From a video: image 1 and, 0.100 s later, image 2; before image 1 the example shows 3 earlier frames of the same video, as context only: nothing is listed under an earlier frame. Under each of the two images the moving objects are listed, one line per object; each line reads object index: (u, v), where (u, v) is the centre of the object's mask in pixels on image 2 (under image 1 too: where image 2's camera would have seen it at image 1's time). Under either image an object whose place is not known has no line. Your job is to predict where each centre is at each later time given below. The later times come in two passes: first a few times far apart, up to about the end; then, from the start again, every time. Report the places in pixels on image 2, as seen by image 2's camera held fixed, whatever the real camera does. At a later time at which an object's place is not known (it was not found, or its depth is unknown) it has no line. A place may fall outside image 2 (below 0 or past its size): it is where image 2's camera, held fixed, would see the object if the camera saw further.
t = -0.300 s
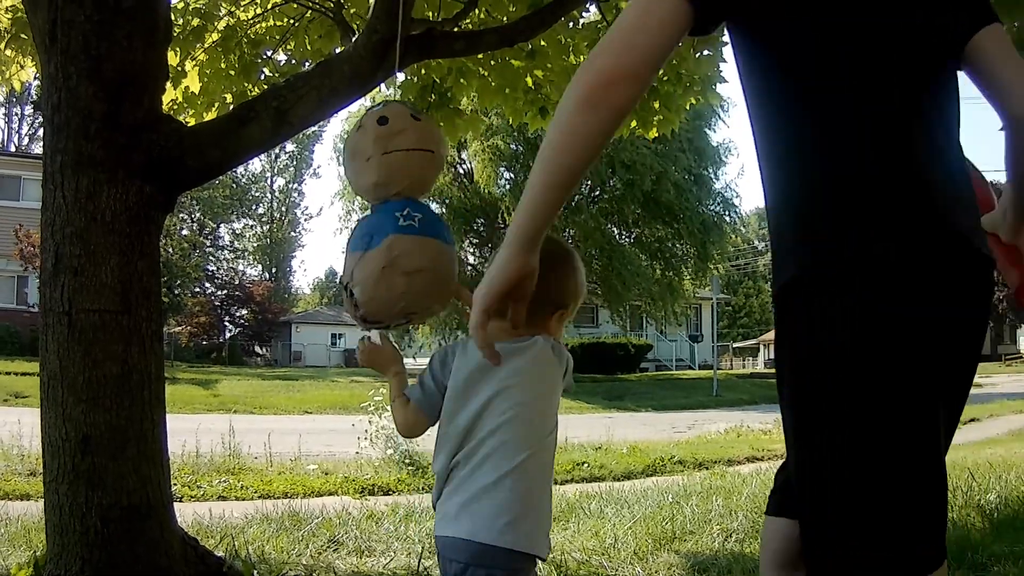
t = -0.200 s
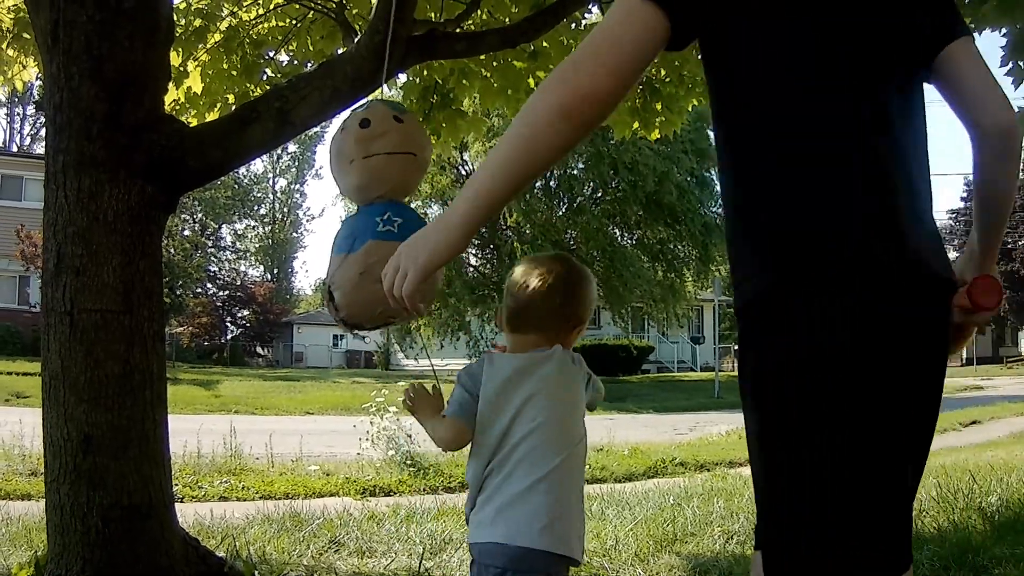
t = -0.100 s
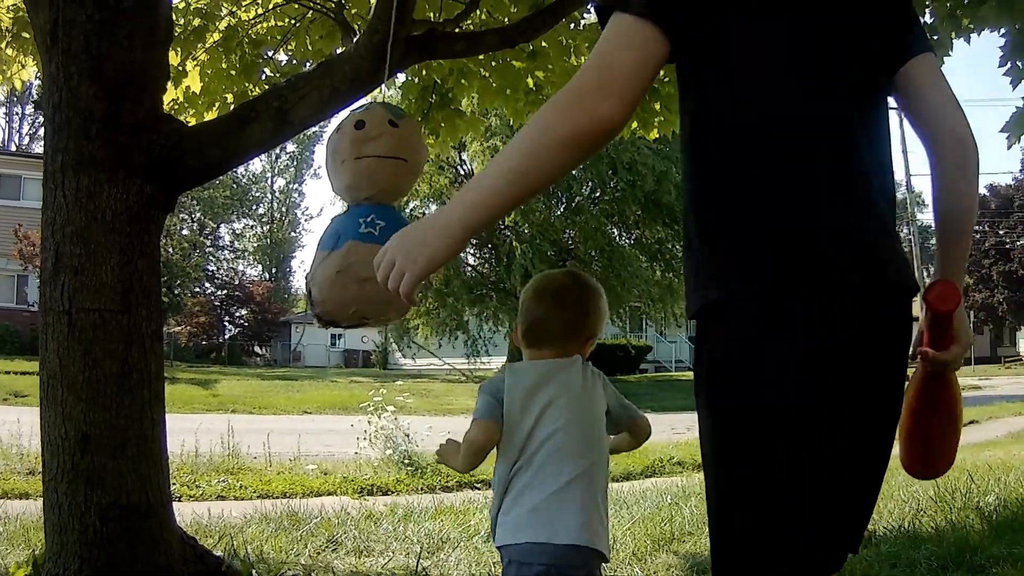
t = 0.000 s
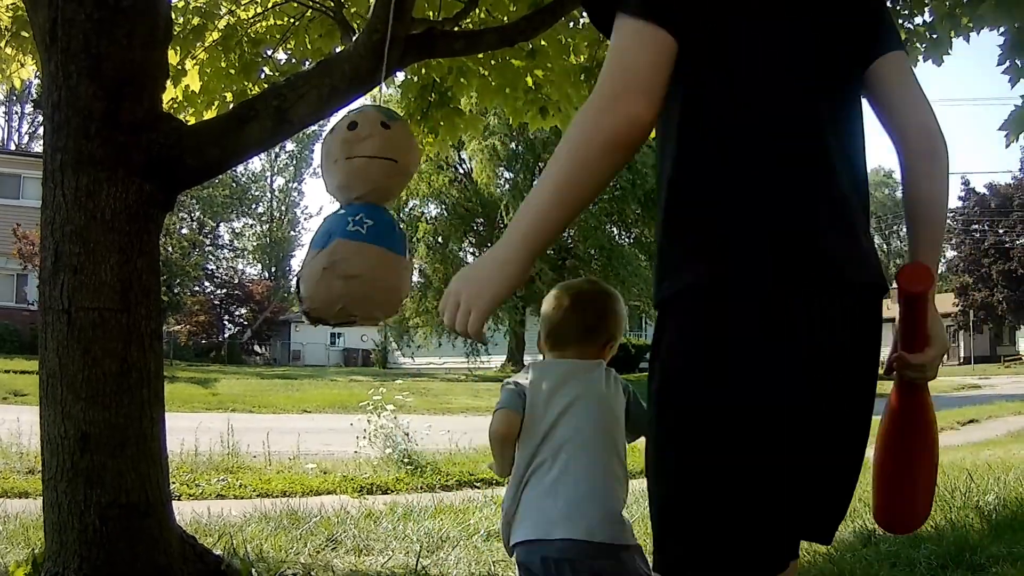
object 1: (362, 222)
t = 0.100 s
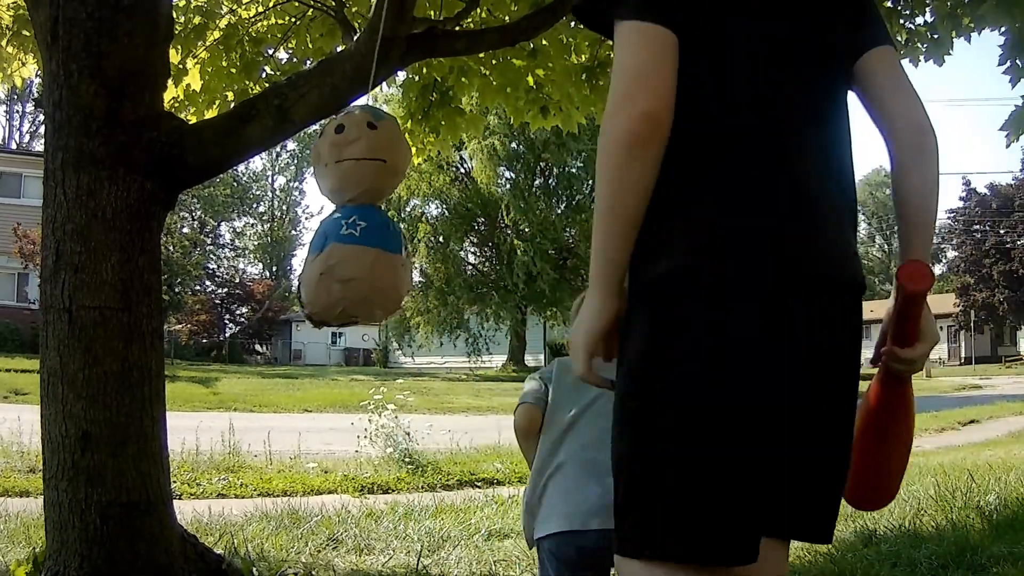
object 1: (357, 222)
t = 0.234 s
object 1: (362, 224)
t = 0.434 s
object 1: (385, 227)
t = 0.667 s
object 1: (421, 227)
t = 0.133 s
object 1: (357, 222)
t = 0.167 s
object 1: (357, 222)
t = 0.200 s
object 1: (359, 222)
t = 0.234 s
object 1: (362, 224)
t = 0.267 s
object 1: (366, 225)
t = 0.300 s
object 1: (370, 226)
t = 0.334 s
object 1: (374, 226)
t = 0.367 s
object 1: (378, 226)
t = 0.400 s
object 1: (382, 226)
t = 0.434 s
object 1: (385, 227)
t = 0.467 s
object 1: (389, 227)
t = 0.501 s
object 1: (393, 226)
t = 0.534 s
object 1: (398, 226)
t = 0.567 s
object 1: (403, 226)
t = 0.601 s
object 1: (409, 227)
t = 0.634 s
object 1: (415, 227)
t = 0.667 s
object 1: (421, 227)
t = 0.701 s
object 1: (427, 227)
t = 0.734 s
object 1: (434, 228)
